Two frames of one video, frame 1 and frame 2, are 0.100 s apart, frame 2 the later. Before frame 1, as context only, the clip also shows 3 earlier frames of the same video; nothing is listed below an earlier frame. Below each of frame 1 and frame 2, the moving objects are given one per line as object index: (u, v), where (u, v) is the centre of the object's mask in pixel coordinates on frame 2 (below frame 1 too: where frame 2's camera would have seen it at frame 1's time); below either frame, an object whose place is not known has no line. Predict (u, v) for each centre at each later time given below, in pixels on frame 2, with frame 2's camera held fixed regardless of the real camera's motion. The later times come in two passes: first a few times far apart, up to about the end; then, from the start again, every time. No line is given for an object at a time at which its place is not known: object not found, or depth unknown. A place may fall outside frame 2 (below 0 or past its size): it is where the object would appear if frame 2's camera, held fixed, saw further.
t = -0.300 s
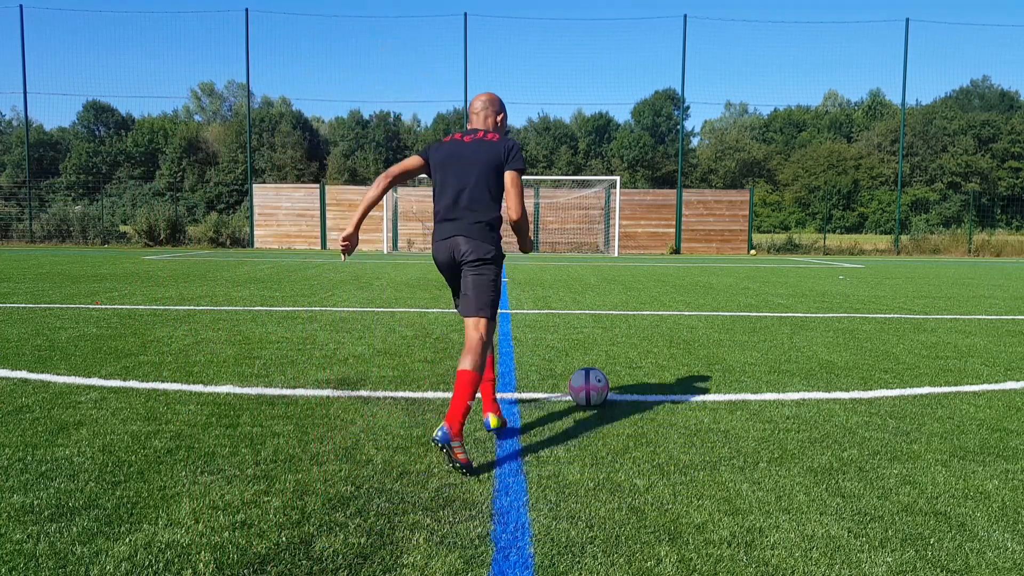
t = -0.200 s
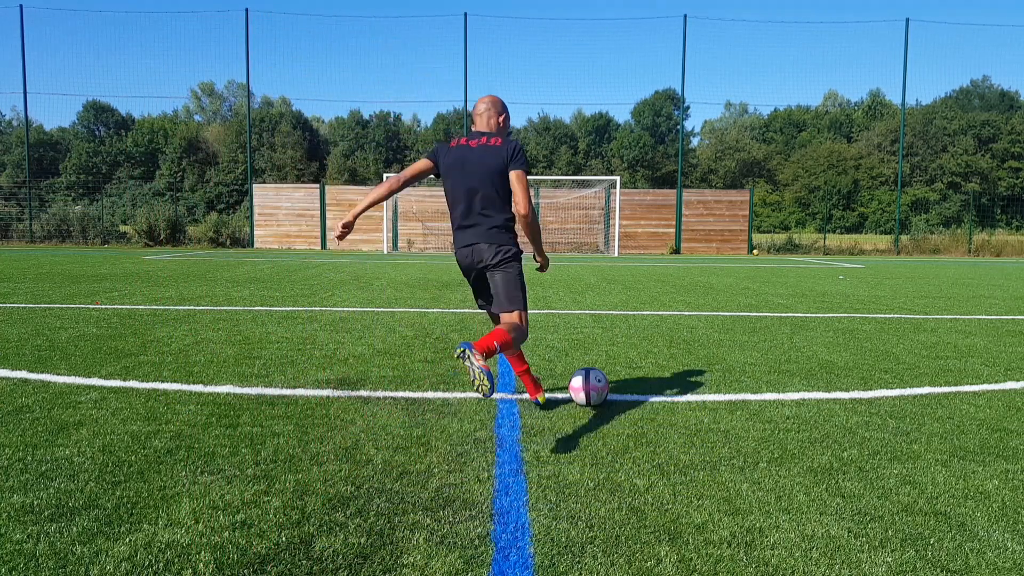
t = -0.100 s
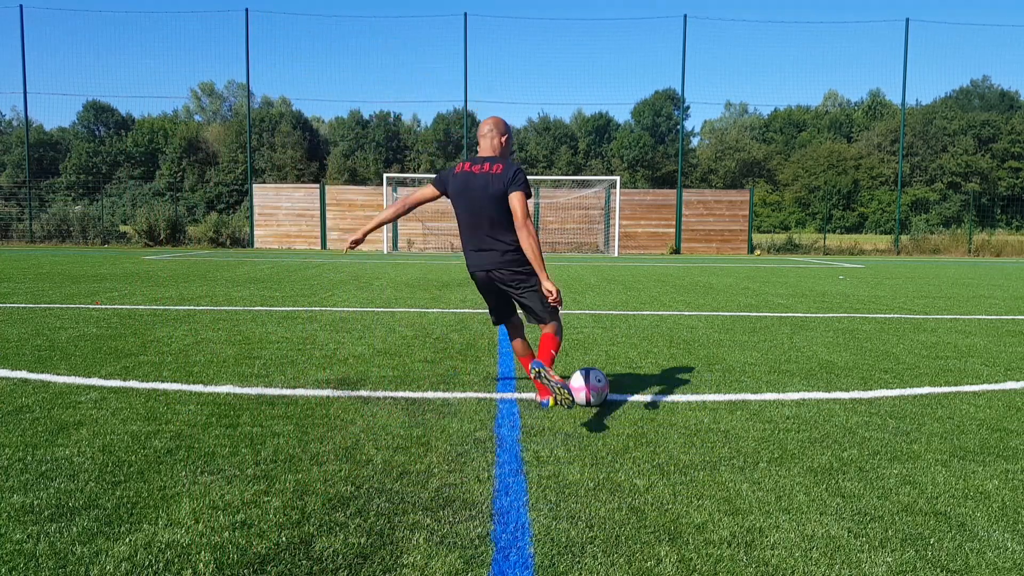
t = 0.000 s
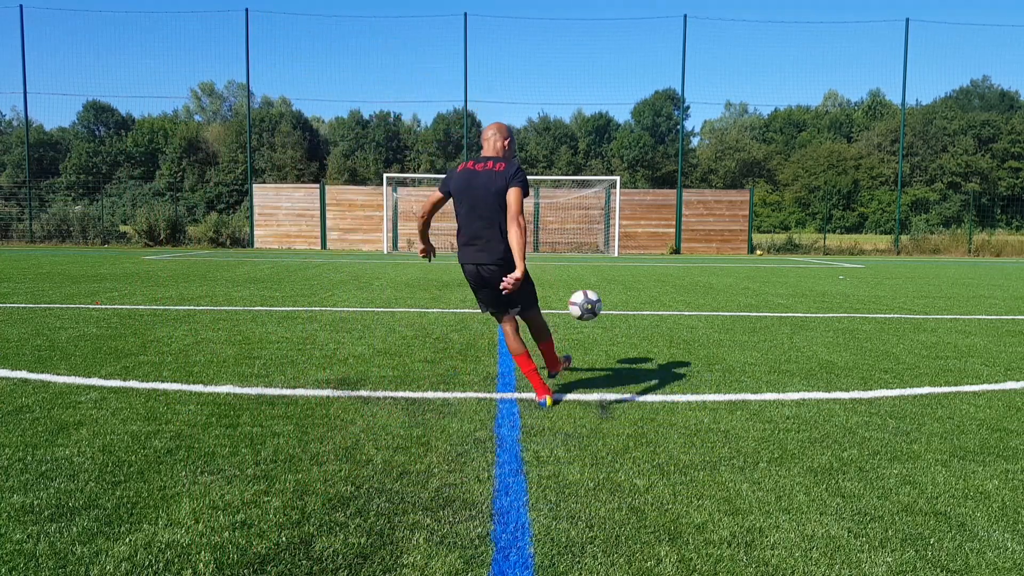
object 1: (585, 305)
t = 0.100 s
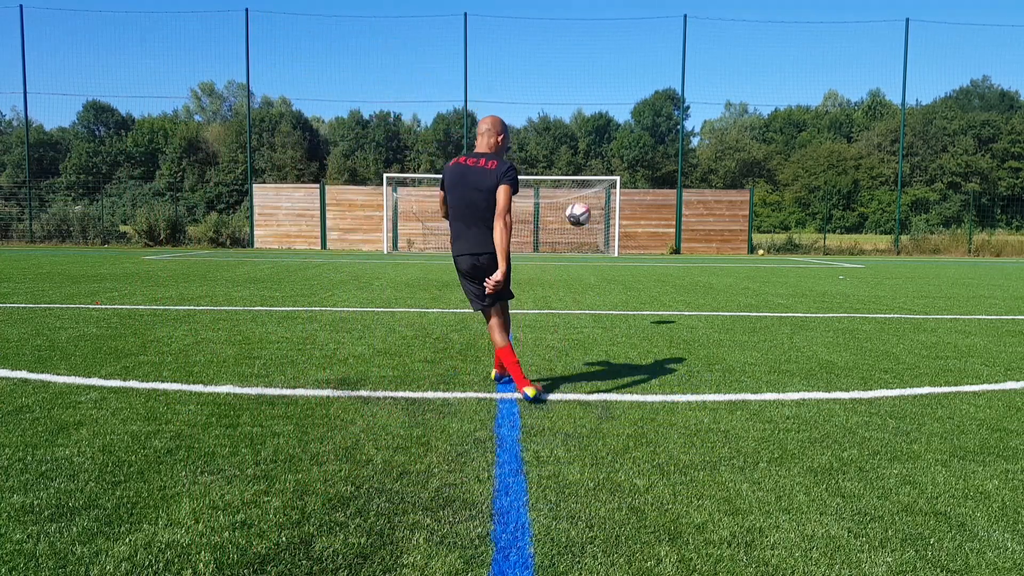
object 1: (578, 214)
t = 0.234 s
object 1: (570, 153)
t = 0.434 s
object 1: (557, 116)
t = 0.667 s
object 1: (542, 110)
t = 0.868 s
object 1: (531, 120)
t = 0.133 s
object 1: (576, 195)
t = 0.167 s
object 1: (574, 178)
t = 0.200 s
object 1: (571, 165)
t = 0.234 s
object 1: (570, 153)
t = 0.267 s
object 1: (567, 144)
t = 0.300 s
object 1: (564, 136)
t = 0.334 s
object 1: (563, 129)
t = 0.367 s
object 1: (561, 124)
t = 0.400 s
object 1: (559, 119)
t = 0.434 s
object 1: (557, 116)
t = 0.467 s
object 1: (554, 113)
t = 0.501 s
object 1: (552, 111)
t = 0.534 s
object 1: (550, 110)
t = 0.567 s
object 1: (548, 110)
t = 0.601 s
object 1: (546, 109)
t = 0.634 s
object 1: (545, 109)
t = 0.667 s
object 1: (542, 110)
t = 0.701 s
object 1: (541, 111)
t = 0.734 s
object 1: (539, 112)
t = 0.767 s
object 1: (537, 113)
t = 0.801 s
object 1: (535, 115)
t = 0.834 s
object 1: (534, 117)
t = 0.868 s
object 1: (531, 120)
